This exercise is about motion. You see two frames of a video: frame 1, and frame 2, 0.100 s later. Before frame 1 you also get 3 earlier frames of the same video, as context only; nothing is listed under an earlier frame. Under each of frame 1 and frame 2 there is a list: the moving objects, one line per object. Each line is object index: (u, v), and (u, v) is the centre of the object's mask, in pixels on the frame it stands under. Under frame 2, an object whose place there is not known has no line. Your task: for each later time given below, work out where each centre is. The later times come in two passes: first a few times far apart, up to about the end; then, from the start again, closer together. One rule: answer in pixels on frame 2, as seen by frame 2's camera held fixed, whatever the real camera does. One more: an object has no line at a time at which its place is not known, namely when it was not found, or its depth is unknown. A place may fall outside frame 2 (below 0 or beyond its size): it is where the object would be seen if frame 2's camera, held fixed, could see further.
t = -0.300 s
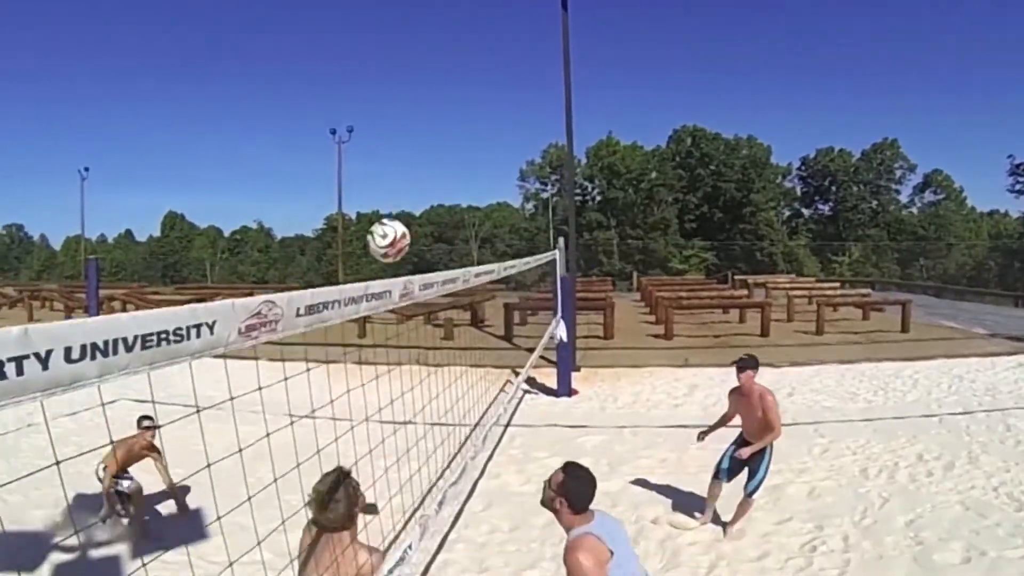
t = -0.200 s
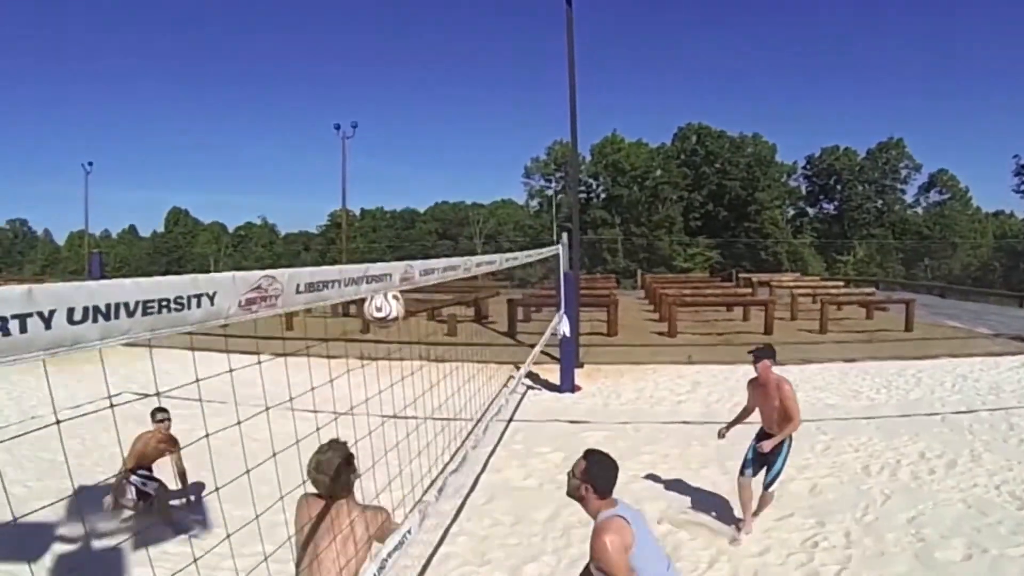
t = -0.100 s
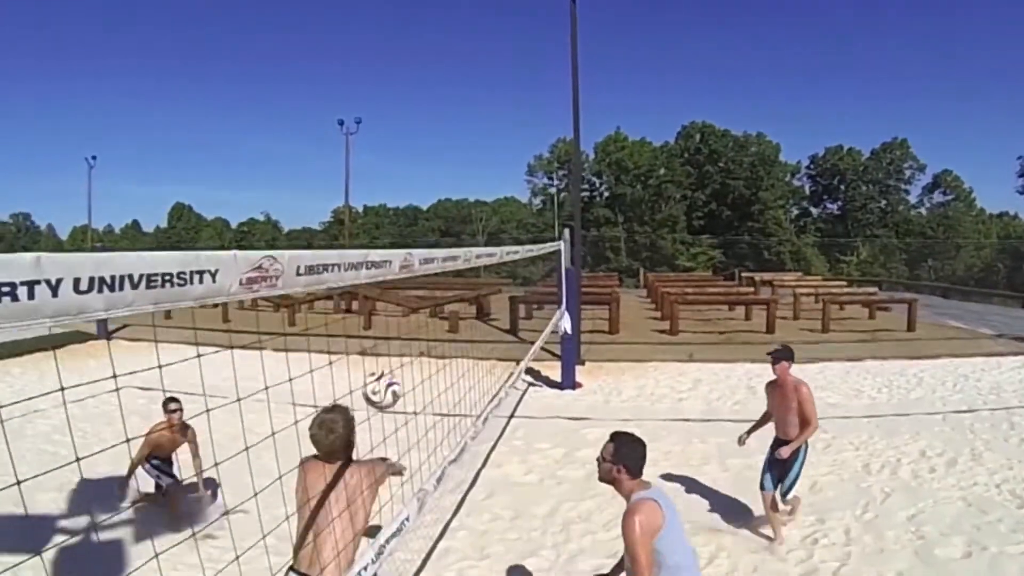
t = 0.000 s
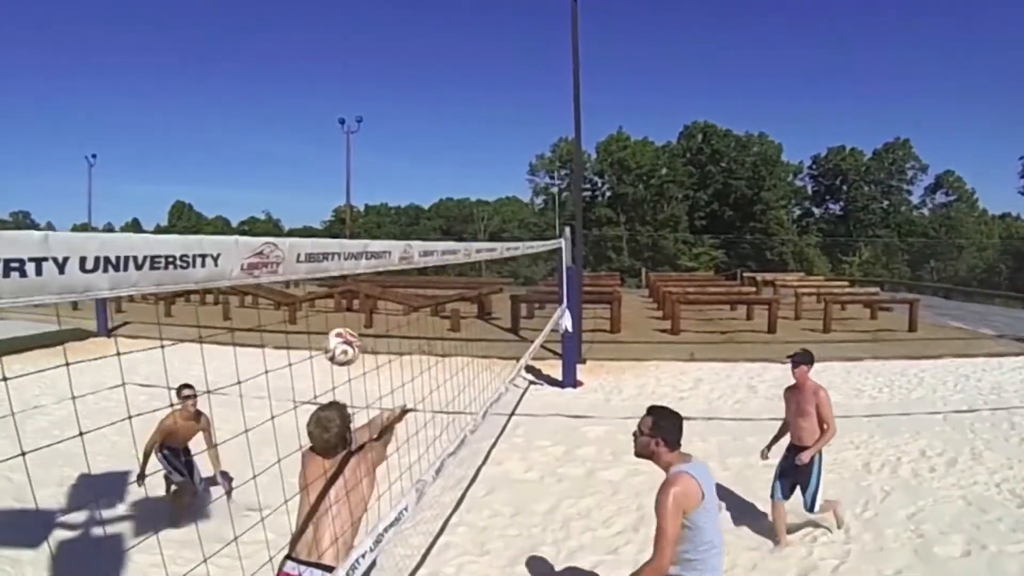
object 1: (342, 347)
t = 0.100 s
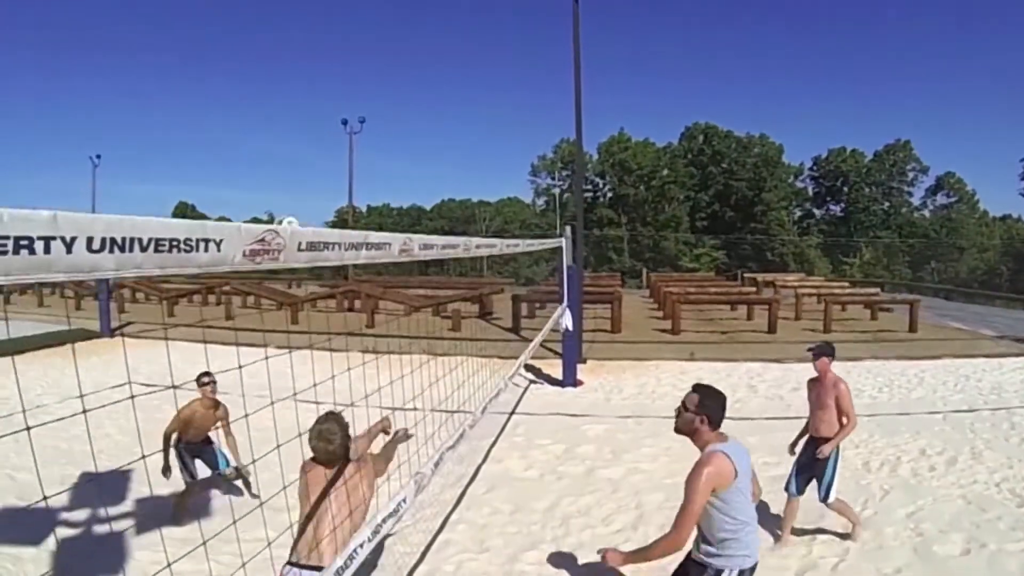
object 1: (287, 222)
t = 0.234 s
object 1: (221, 127)
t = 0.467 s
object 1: (123, 34)
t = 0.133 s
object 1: (269, 205)
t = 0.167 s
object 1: (253, 176)
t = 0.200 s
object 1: (237, 148)
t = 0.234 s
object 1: (221, 127)
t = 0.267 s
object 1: (207, 107)
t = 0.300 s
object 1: (192, 90)
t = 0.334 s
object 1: (178, 74)
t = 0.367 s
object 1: (165, 60)
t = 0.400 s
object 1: (152, 49)
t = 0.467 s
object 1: (123, 34)
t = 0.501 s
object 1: (112, 26)
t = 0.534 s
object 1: (102, 18)
